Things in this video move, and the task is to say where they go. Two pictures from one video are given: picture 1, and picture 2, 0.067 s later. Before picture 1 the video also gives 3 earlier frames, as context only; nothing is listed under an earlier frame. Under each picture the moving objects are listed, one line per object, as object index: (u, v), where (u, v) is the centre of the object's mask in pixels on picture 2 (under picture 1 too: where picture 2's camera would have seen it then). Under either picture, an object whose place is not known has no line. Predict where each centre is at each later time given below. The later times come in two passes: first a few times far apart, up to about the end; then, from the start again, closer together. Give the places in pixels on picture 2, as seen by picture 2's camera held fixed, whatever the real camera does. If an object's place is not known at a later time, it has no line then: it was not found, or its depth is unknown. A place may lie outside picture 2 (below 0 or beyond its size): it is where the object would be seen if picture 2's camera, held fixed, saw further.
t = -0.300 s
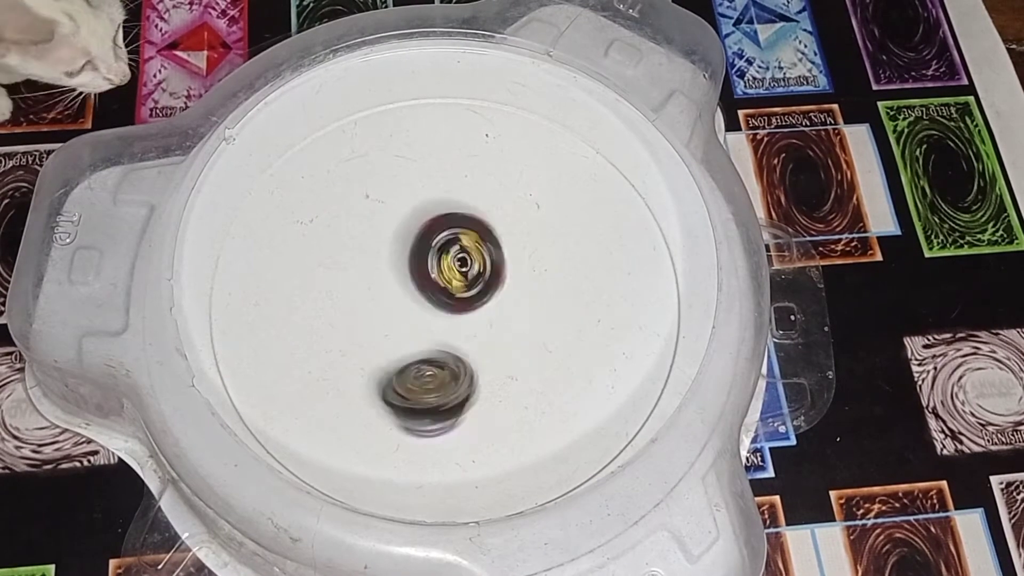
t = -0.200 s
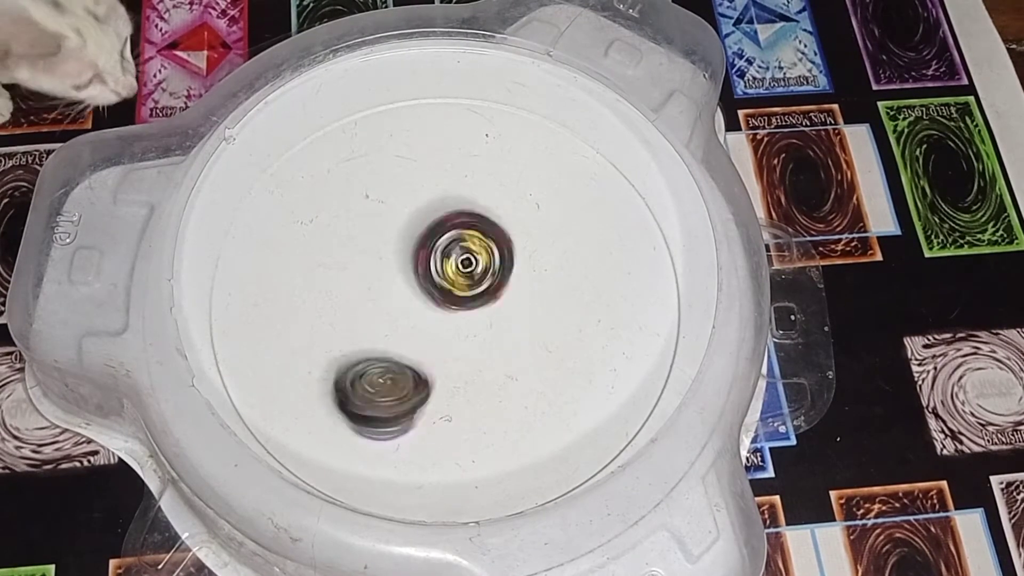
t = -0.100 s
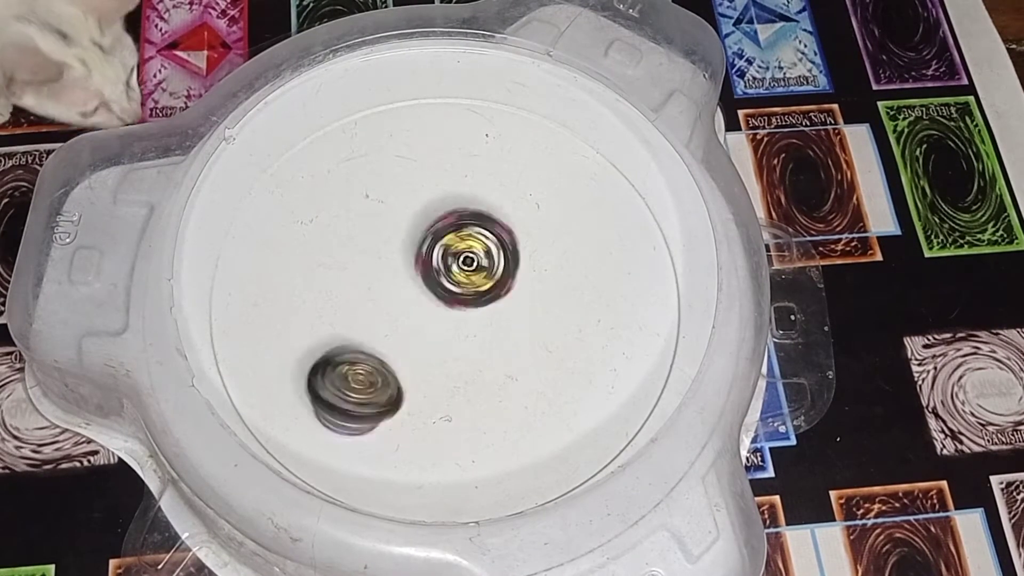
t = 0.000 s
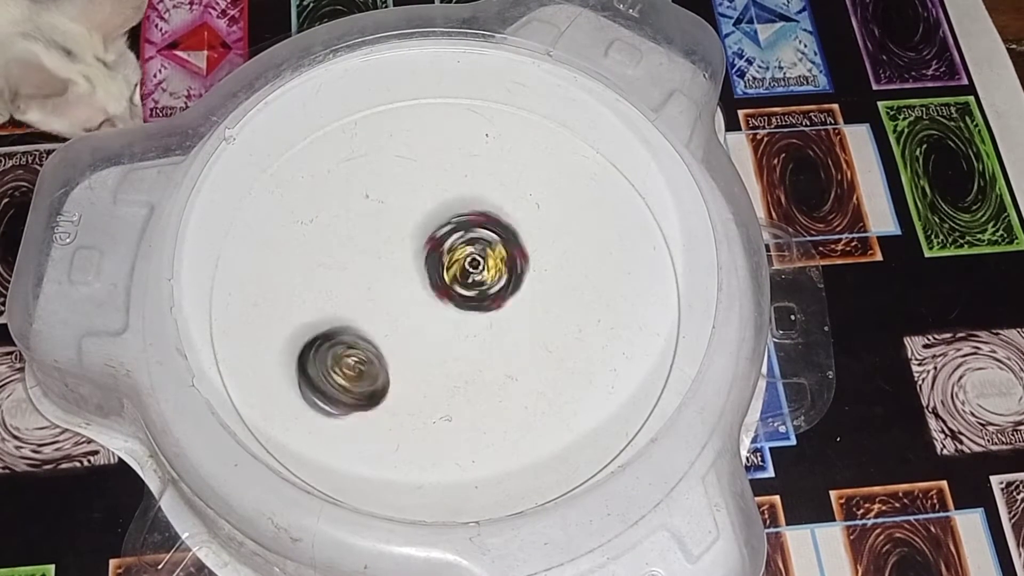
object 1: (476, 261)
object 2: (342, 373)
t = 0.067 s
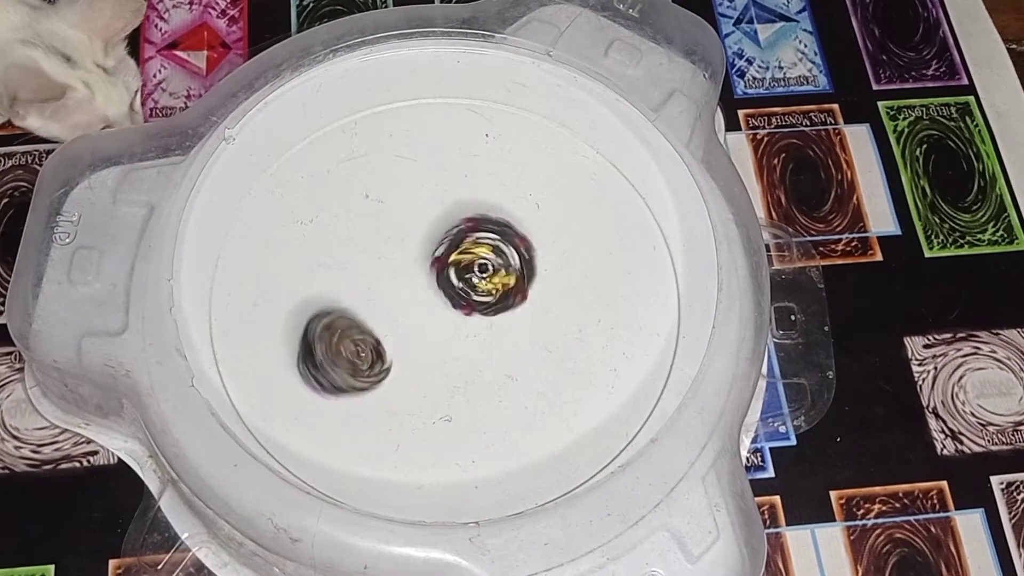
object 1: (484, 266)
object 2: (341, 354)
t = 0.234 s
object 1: (510, 271)
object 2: (336, 285)
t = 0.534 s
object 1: (491, 267)
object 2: (331, 268)
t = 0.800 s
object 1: (491, 267)
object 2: (332, 264)
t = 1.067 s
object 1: (504, 271)
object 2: (328, 274)
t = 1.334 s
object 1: (486, 262)
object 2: (333, 261)
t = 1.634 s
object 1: (503, 271)
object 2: (332, 270)
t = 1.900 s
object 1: (487, 264)
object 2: (332, 269)
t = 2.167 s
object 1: (500, 271)
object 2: (333, 264)
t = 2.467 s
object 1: (488, 265)
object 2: (330, 273)
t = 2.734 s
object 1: (497, 270)
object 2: (333, 263)
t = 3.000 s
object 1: (492, 268)
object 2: (332, 270)
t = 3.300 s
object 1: (496, 269)
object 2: (332, 270)
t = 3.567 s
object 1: (491, 268)
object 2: (334, 265)
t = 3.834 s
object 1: (494, 269)
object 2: (332, 271)
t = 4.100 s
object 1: (493, 268)
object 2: (334, 266)
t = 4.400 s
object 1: (494, 269)
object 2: (333, 268)
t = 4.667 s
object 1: (492, 268)
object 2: (333, 269)
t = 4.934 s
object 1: (492, 268)
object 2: (334, 266)
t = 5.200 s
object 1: (494, 269)
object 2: (333, 270)
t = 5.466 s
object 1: (491, 267)
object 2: (334, 267)
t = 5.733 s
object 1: (495, 269)
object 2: (333, 268)
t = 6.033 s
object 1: (491, 267)
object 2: (333, 269)
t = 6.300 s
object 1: (495, 269)
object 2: (334, 267)
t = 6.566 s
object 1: (490, 267)
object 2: (333, 269)
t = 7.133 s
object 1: (491, 268)
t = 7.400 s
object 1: (494, 269)
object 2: (334, 268)
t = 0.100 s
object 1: (490, 268)
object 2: (340, 339)
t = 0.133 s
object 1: (495, 270)
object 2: (341, 325)
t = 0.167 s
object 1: (501, 271)
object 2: (341, 312)
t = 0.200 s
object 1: (506, 271)
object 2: (339, 298)
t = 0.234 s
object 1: (510, 271)
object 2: (336, 285)
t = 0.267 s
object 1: (513, 270)
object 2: (334, 274)
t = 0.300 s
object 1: (514, 270)
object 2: (332, 267)
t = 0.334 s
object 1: (514, 270)
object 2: (331, 261)
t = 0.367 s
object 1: (513, 270)
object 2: (330, 258)
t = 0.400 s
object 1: (510, 271)
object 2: (330, 257)
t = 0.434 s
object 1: (506, 271)
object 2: (330, 258)
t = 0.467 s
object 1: (501, 271)
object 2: (331, 261)
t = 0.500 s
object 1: (496, 270)
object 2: (332, 264)
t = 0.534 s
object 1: (491, 267)
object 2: (331, 268)
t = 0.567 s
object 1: (487, 264)
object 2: (330, 272)
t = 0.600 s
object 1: (485, 261)
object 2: (327, 274)
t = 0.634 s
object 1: (484, 259)
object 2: (326, 275)
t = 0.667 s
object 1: (484, 259)
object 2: (326, 274)
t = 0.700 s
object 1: (484, 260)
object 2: (328, 273)
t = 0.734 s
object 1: (485, 262)
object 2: (330, 270)
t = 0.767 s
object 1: (488, 265)
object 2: (332, 267)
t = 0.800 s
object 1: (491, 267)
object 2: (332, 264)
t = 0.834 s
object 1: (496, 270)
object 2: (332, 261)
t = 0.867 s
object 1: (500, 271)
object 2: (332, 260)
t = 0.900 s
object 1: (504, 271)
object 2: (332, 261)
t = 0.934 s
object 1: (506, 271)
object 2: (333, 263)
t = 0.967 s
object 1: (508, 271)
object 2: (333, 266)
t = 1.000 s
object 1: (508, 271)
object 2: (332, 269)
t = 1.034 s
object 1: (507, 271)
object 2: (330, 272)
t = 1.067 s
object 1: (504, 271)
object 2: (328, 274)
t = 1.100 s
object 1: (501, 271)
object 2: (328, 274)
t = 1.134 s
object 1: (498, 270)
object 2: (328, 273)
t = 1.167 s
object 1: (494, 268)
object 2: (330, 272)
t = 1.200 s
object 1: (490, 267)
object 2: (332, 269)
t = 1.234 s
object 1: (487, 264)
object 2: (333, 266)
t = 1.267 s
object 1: (486, 263)
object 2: (333, 263)
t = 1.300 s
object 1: (485, 262)
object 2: (333, 262)
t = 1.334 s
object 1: (486, 262)
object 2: (333, 261)
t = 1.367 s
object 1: (487, 264)
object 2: (333, 262)
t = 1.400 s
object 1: (489, 266)
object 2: (333, 264)
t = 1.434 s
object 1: (492, 268)
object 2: (333, 267)
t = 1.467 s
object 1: (495, 269)
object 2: (331, 270)
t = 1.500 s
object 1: (498, 270)
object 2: (330, 272)
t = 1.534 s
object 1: (501, 271)
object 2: (329, 273)
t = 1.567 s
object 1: (503, 271)
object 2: (329, 273)
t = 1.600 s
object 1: (504, 271)
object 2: (330, 272)
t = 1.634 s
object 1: (503, 271)
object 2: (332, 270)
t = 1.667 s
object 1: (502, 271)
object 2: (333, 268)
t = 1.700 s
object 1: (500, 271)
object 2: (333, 265)
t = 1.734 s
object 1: (497, 270)
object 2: (333, 263)
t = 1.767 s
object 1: (495, 269)
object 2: (333, 262)
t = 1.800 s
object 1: (492, 267)
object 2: (333, 262)
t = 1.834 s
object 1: (489, 266)
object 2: (333, 263)
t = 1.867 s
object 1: (488, 264)
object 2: (333, 266)
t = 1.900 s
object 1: (487, 264)
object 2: (332, 269)
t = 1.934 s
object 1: (487, 264)
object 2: (331, 271)
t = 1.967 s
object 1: (488, 265)
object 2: (330, 272)
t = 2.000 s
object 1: (489, 266)
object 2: (329, 273)
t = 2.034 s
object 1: (491, 267)
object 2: (330, 273)
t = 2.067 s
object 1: (494, 269)
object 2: (331, 271)
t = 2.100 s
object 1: (497, 270)
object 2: (332, 269)
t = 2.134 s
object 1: (499, 270)
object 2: (333, 267)
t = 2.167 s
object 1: (500, 271)
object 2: (333, 264)
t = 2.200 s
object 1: (501, 271)
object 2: (333, 263)
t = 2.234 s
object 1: (501, 271)
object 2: (333, 262)
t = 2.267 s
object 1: (500, 271)
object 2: (333, 263)
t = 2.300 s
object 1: (499, 270)
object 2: (333, 265)
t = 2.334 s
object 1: (497, 270)
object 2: (333, 267)
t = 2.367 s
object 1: (494, 269)
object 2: (332, 270)
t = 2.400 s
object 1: (491, 267)
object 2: (331, 271)
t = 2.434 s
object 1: (489, 266)
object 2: (330, 272)
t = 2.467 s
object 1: (488, 265)
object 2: (330, 273)
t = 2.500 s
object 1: (487, 264)
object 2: (331, 272)
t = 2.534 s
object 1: (487, 264)
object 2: (332, 270)
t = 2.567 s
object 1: (488, 265)
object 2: (333, 268)
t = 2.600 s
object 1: (490, 266)
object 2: (333, 266)
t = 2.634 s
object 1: (492, 268)
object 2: (333, 264)
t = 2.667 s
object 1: (494, 269)
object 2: (333, 263)
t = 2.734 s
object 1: (497, 270)
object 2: (333, 263)
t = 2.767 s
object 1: (499, 270)
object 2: (334, 265)
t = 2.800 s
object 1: (500, 270)
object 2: (333, 267)
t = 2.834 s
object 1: (500, 270)
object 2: (333, 269)
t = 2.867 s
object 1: (499, 270)
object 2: (332, 271)
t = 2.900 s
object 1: (498, 270)
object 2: (331, 272)
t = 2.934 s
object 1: (496, 270)
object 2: (331, 272)
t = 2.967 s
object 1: (494, 269)
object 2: (331, 272)
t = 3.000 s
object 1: (492, 268)
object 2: (332, 270)
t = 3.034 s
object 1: (490, 267)
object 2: (333, 269)
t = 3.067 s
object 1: (489, 266)
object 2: (334, 267)
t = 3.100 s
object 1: (488, 265)
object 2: (334, 265)
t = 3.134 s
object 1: (488, 265)
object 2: (334, 264)
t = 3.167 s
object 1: (488, 266)
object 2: (334, 264)
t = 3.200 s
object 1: (490, 267)
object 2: (334, 265)
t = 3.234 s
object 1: (492, 268)
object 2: (334, 266)
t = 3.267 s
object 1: (494, 269)
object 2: (333, 268)
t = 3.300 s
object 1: (496, 269)
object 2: (332, 270)
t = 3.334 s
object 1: (497, 270)
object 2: (332, 271)
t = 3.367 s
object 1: (498, 270)
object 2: (331, 272)
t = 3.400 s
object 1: (499, 270)
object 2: (332, 272)
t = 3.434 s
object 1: (499, 270)
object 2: (332, 271)
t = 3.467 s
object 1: (497, 270)
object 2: (333, 269)
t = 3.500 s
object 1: (495, 269)
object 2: (334, 267)
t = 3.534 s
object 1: (493, 269)
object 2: (334, 266)
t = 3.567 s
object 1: (491, 268)
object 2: (334, 265)
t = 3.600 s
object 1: (490, 267)
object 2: (334, 264)
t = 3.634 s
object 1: (489, 266)
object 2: (334, 265)
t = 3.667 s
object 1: (488, 265)
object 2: (334, 266)
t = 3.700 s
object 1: (488, 265)
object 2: (334, 268)
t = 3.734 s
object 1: (489, 266)
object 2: (333, 269)
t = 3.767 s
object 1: (490, 267)
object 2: (332, 271)
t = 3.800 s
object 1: (492, 268)
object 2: (332, 271)
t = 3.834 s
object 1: (494, 269)
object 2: (332, 271)
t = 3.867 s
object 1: (496, 270)
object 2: (332, 271)
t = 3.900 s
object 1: (497, 270)
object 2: (333, 270)
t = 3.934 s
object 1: (498, 270)
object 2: (333, 268)
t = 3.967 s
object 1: (498, 270)
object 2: (334, 267)
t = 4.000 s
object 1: (497, 270)
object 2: (334, 265)
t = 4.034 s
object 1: (496, 270)
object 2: (334, 265)
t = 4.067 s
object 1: (494, 269)
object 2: (334, 265)
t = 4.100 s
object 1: (493, 268)
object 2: (334, 266)
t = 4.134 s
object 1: (491, 267)
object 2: (334, 267)
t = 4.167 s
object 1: (490, 266)
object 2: (333, 269)
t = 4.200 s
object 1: (489, 266)
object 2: (333, 270)
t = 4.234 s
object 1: (488, 265)
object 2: (332, 271)
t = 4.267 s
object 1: (489, 266)
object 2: (332, 271)
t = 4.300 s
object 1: (489, 266)
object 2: (332, 271)
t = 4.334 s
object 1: (491, 267)
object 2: (332, 270)
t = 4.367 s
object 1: (492, 268)
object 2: (333, 269)
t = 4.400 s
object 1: (494, 269)
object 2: (333, 268)
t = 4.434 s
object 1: (496, 270)
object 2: (334, 267)
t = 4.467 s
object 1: (497, 270)
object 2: (334, 266)
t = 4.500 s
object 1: (497, 270)
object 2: (334, 265)
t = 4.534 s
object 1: (497, 270)
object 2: (334, 265)
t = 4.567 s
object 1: (497, 270)
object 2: (334, 266)
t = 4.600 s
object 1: (495, 269)
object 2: (334, 267)
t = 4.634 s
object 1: (494, 269)
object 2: (333, 268)
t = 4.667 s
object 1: (492, 268)
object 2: (333, 269)
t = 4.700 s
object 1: (491, 267)
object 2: (333, 270)
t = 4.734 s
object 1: (490, 266)
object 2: (332, 271)
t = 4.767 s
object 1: (489, 266)
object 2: (332, 270)
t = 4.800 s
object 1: (489, 266)
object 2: (333, 270)
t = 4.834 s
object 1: (489, 266)
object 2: (333, 269)
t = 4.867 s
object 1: (490, 266)
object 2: (334, 268)
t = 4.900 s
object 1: (491, 267)
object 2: (334, 267)
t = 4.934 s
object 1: (492, 268)
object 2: (334, 266)
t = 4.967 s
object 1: (494, 269)
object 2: (334, 266)
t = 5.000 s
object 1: (495, 269)
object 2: (334, 266)
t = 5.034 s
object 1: (496, 270)
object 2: (334, 267)
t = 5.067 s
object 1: (497, 270)
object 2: (333, 268)
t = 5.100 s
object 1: (497, 270)
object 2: (333, 269)
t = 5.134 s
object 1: (496, 270)
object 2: (333, 270)
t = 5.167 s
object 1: (496, 270)
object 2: (333, 270)
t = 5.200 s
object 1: (494, 269)
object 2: (333, 270)
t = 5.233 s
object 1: (493, 268)
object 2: (333, 270)
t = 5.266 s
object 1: (491, 267)
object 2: (333, 269)
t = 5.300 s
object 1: (490, 267)
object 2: (333, 268)
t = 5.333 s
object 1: (489, 266)
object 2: (334, 267)
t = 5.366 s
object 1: (489, 266)
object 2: (334, 267)
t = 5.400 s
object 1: (489, 266)
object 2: (334, 266)
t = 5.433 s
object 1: (490, 266)
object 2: (334, 266)
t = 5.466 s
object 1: (491, 267)
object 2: (334, 267)
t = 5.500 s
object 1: (492, 268)
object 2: (334, 268)
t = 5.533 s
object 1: (494, 269)
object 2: (334, 268)
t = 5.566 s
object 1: (495, 269)
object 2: (333, 269)
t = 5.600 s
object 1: (496, 270)
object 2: (333, 270)
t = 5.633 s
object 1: (496, 270)
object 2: (333, 270)
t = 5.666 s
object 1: (496, 270)
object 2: (333, 270)
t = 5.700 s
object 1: (496, 270)
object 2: (333, 269)
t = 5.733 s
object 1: (495, 269)
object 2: (333, 268)
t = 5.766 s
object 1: (494, 269)
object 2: (334, 268)
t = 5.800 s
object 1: (493, 268)
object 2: (334, 267)
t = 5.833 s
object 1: (492, 268)
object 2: (334, 267)
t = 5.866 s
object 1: (491, 267)
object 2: (334, 267)
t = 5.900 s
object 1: (490, 266)
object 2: (334, 267)
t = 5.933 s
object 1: (489, 266)
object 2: (334, 267)
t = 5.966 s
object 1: (489, 266)
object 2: (334, 267)
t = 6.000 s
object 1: (490, 267)
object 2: (334, 268)
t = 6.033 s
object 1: (491, 267)
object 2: (333, 269)
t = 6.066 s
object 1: (492, 268)
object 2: (333, 269)
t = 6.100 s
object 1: (493, 269)
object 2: (333, 269)
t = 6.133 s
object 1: (494, 269)
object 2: (333, 270)
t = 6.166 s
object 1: (495, 269)
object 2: (333, 269)
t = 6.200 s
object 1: (496, 270)
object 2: (333, 269)
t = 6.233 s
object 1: (496, 270)
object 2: (333, 268)
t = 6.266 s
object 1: (496, 269)
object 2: (334, 268)
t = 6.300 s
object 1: (495, 269)
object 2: (334, 267)
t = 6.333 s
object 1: (494, 269)
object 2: (334, 267)
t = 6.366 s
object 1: (493, 268)
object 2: (334, 267)
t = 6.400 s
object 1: (491, 268)
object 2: (334, 267)
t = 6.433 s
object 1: (491, 267)
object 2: (334, 267)
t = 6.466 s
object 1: (490, 267)
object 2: (334, 268)
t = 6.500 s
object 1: (490, 266)
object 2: (334, 268)
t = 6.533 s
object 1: (490, 267)
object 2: (333, 268)
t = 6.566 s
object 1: (490, 267)
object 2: (333, 269)
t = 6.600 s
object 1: (491, 267)
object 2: (333, 269)
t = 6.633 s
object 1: (492, 268)
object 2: (333, 269)
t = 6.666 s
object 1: (493, 269)
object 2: (333, 269)
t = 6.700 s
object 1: (494, 269)
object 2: (333, 268)
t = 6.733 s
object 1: (495, 269)
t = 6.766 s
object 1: (496, 269)
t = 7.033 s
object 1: (490, 267)
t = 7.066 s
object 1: (490, 267)
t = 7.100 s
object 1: (491, 267)
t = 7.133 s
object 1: (491, 268)
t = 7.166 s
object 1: (492, 268)
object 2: (334, 268)
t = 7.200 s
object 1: (493, 269)
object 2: (333, 269)
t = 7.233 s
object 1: (494, 269)
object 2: (333, 269)
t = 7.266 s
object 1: (495, 269)
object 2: (333, 269)
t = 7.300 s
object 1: (495, 269)
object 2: (333, 269)
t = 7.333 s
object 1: (495, 269)
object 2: (333, 268)
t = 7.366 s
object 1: (495, 269)
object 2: (334, 268)
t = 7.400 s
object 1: (494, 269)
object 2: (334, 268)
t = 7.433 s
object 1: (493, 268)
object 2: (333, 268)
